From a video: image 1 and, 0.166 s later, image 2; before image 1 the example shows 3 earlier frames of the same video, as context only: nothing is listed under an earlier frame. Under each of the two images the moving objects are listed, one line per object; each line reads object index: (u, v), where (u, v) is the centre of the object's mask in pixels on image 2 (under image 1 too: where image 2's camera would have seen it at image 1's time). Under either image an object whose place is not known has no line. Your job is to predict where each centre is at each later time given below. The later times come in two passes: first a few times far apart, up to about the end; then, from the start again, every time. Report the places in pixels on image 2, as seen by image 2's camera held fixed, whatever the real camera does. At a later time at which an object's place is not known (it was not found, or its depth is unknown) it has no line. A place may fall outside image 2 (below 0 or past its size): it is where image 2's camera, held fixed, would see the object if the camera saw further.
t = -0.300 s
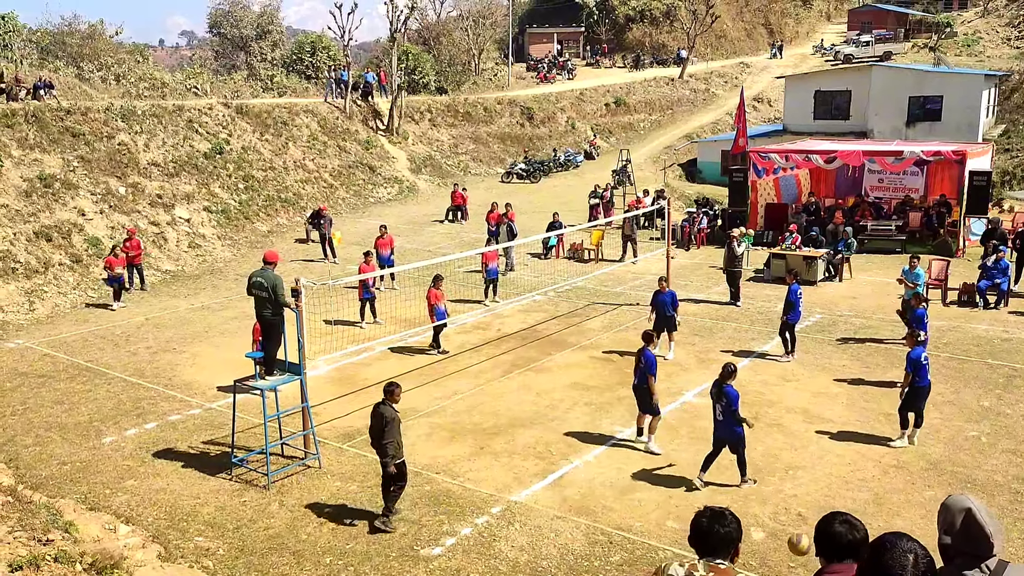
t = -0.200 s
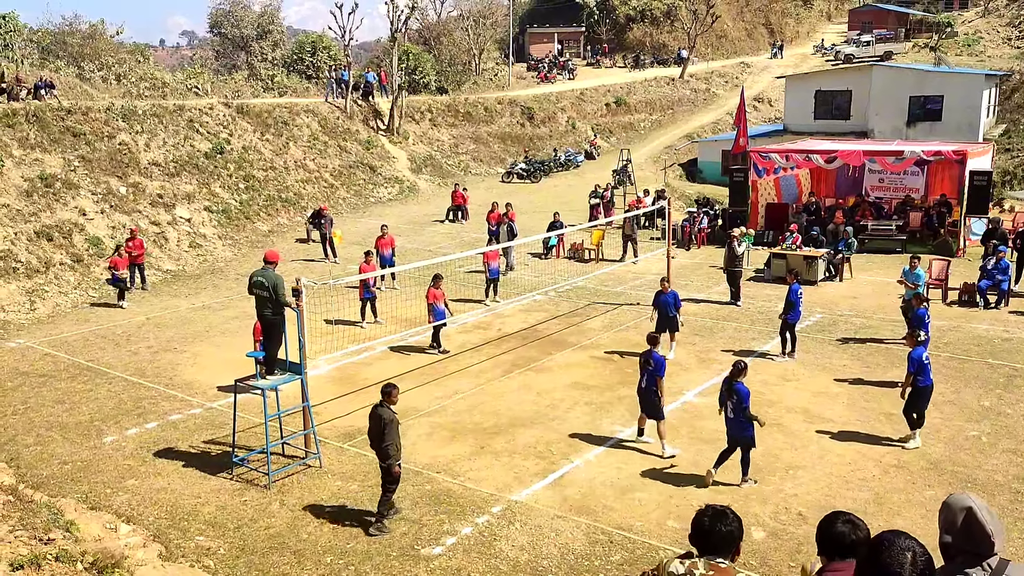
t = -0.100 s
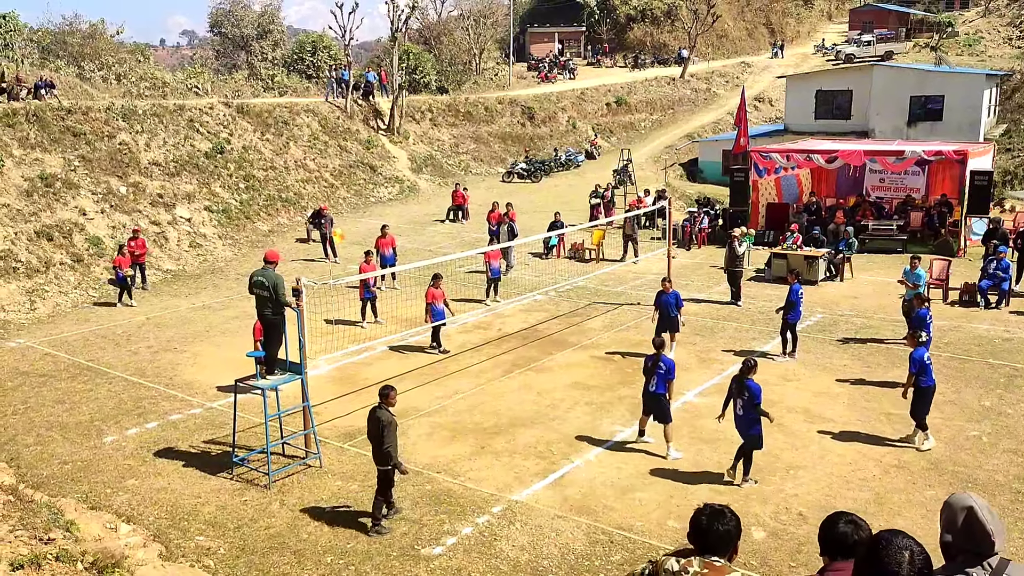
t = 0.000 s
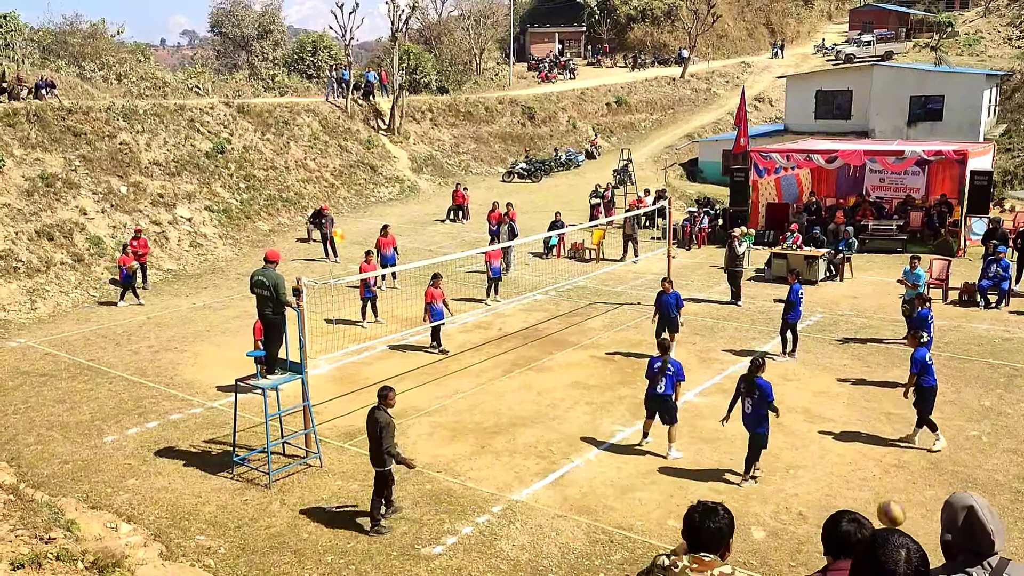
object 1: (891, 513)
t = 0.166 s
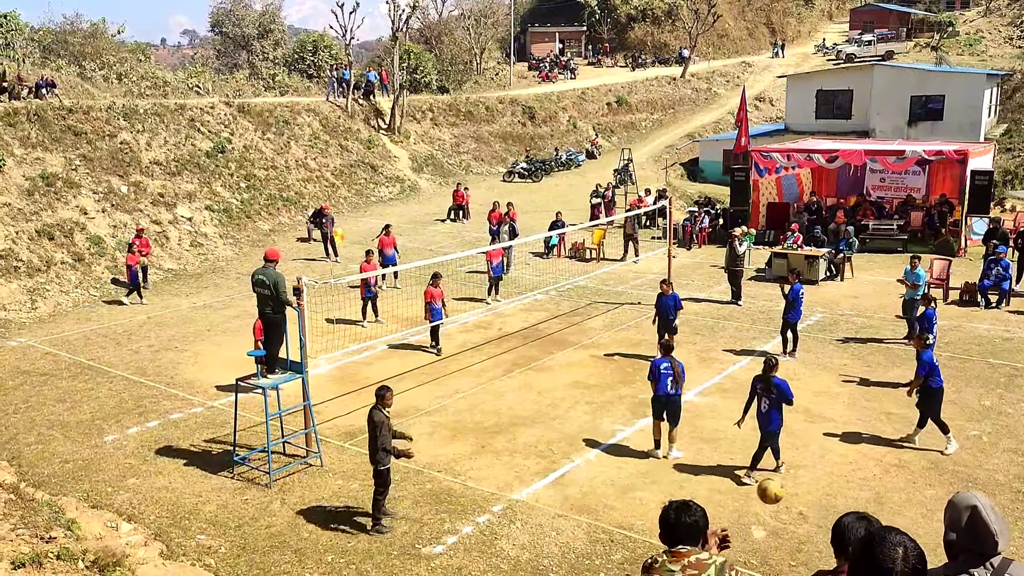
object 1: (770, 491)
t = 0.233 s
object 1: (725, 492)
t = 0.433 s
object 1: (606, 520)
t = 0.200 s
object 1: (747, 490)
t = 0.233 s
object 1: (725, 492)
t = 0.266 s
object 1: (704, 493)
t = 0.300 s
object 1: (684, 496)
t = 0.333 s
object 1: (663, 496)
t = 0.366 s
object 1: (641, 503)
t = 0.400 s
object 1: (625, 513)
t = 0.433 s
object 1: (606, 520)
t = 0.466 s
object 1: (588, 528)
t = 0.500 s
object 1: (570, 538)
